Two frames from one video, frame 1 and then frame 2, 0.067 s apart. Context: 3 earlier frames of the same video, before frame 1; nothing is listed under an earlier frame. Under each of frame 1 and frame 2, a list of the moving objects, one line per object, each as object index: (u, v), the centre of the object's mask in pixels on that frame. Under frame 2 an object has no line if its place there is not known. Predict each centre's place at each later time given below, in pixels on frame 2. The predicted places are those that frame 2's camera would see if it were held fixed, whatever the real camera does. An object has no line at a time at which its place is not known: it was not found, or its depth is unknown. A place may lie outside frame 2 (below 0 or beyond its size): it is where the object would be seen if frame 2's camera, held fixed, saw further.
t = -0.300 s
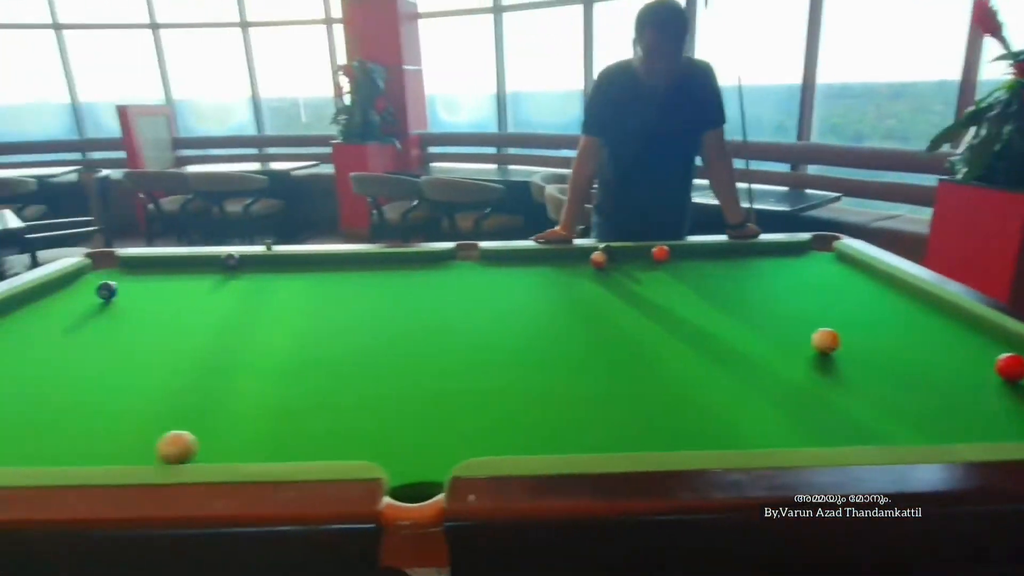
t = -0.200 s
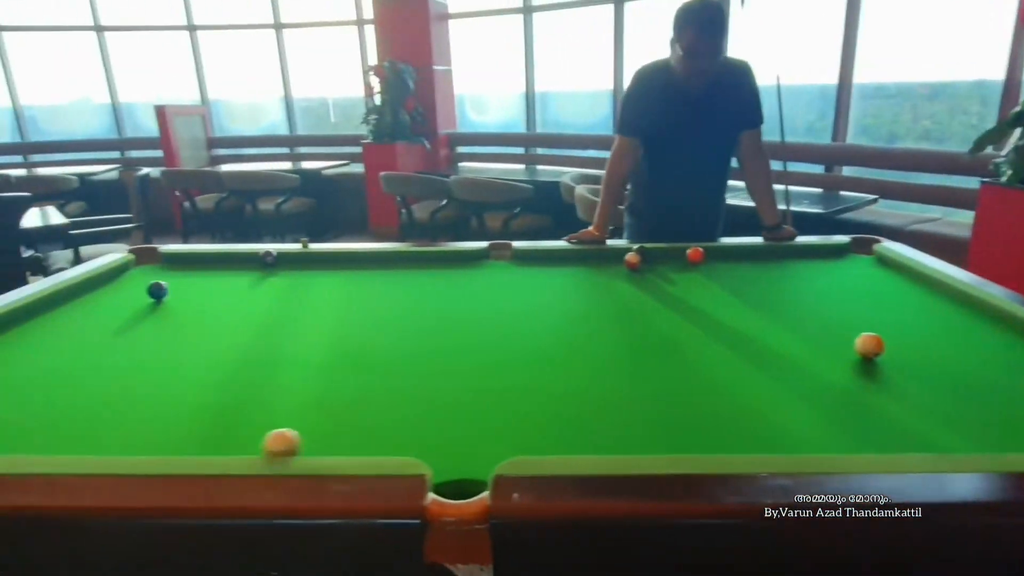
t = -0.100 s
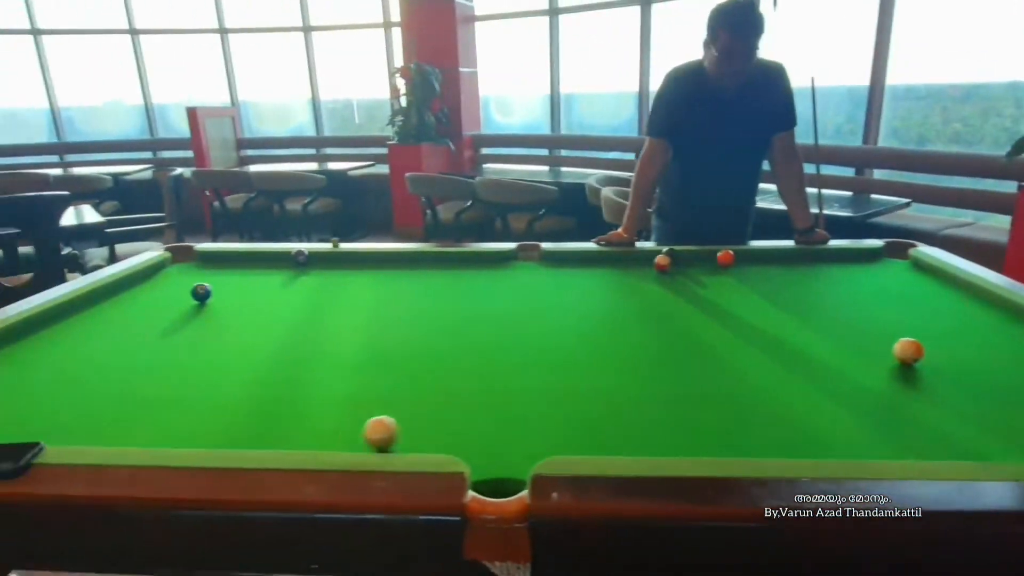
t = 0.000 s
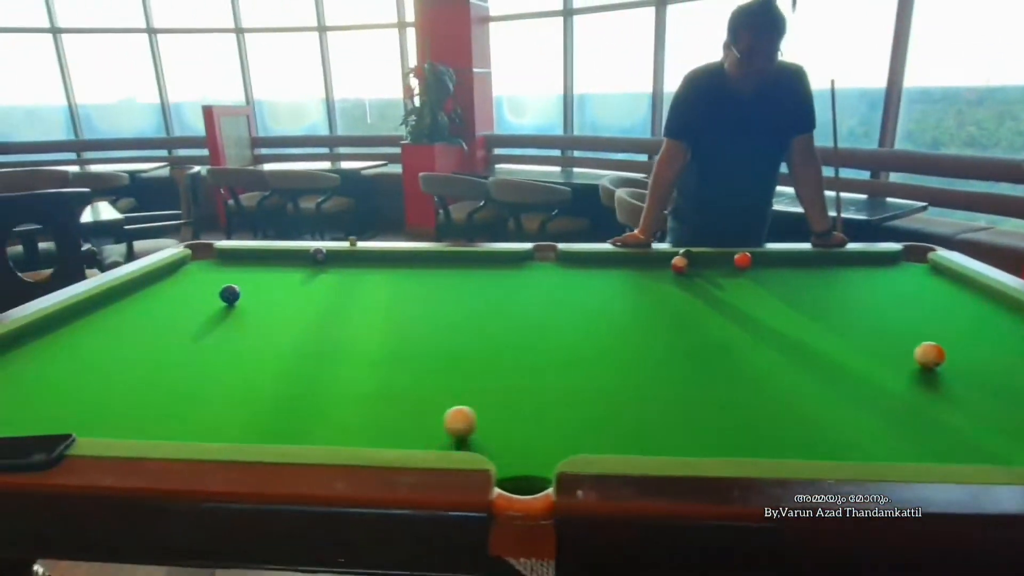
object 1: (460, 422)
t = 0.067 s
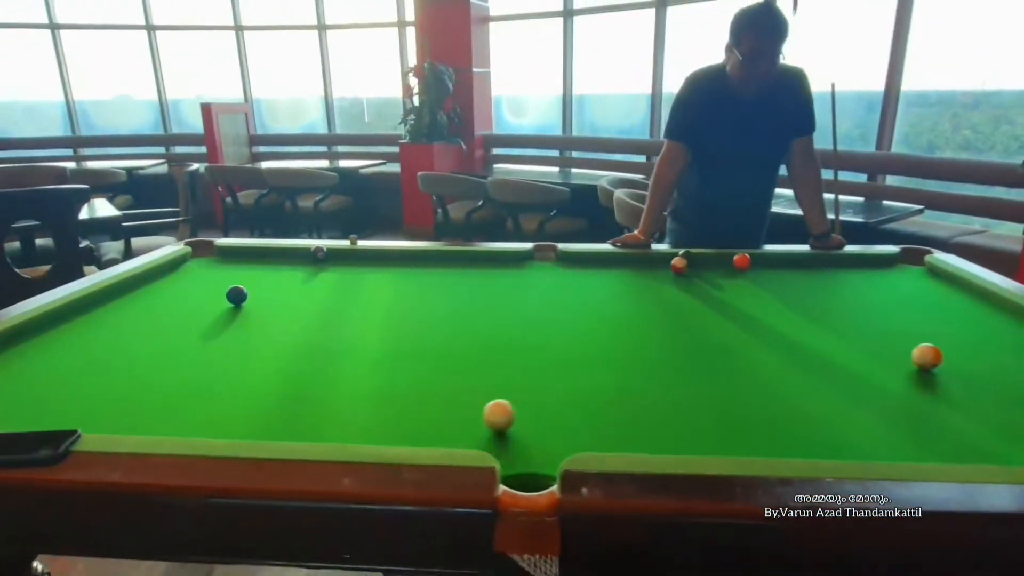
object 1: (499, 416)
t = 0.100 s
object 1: (516, 413)
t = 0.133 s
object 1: (534, 411)
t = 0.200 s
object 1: (567, 406)
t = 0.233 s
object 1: (583, 404)
